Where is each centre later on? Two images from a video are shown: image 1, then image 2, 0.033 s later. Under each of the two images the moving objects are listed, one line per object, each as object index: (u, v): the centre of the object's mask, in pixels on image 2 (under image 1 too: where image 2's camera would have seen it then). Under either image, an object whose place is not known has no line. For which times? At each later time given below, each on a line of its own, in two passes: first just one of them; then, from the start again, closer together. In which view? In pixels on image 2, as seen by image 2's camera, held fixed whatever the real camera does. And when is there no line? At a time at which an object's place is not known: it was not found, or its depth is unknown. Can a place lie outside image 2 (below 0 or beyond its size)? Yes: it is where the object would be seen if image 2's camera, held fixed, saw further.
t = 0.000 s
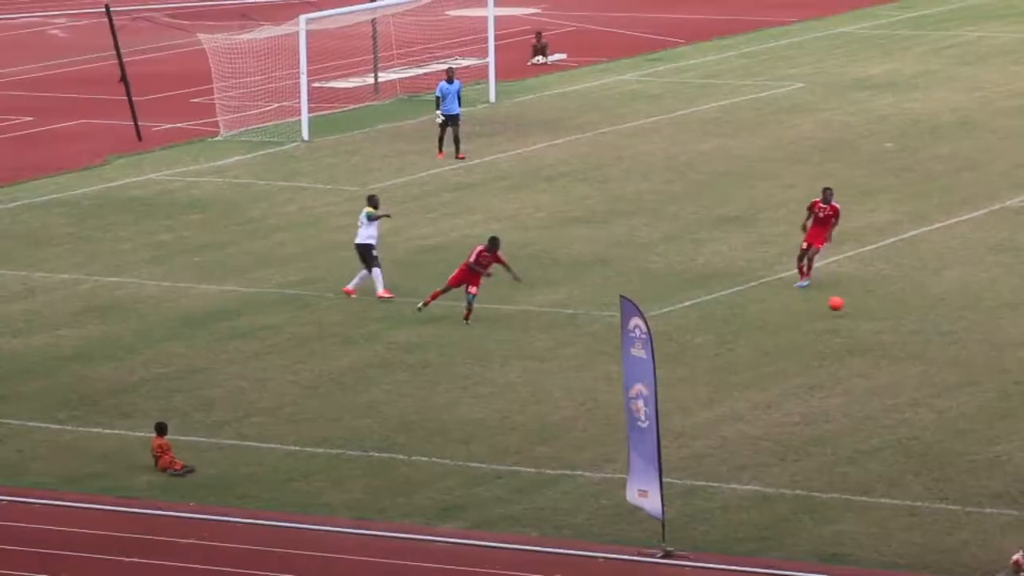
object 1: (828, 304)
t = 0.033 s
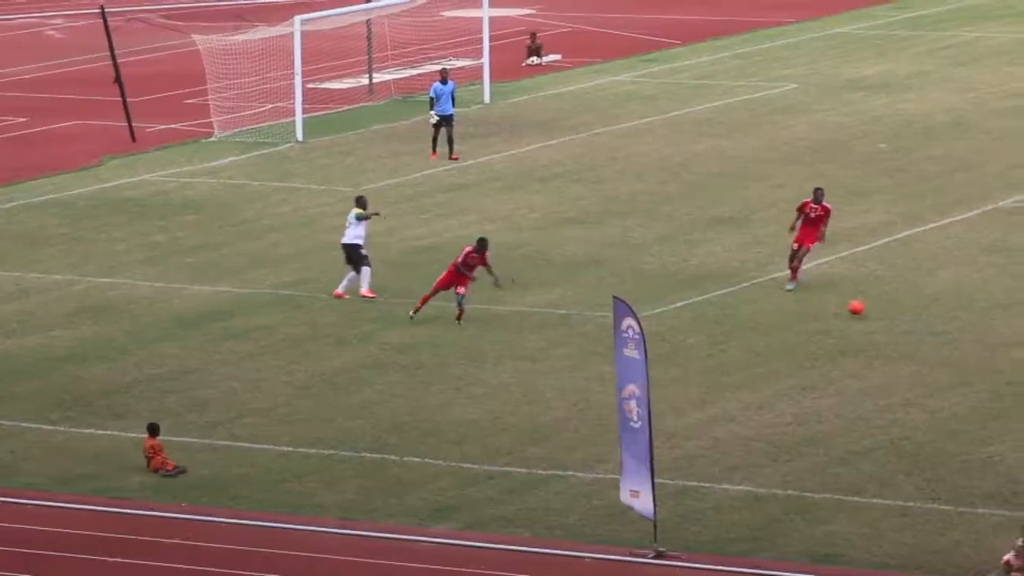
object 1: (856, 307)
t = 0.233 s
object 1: (1010, 305)
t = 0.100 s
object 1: (911, 312)
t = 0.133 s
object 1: (936, 309)
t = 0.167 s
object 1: (960, 306)
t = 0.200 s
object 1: (985, 305)
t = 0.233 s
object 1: (1010, 305)
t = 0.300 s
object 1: (1061, 307)
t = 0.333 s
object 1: (1086, 309)
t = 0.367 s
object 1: (1112, 311)
